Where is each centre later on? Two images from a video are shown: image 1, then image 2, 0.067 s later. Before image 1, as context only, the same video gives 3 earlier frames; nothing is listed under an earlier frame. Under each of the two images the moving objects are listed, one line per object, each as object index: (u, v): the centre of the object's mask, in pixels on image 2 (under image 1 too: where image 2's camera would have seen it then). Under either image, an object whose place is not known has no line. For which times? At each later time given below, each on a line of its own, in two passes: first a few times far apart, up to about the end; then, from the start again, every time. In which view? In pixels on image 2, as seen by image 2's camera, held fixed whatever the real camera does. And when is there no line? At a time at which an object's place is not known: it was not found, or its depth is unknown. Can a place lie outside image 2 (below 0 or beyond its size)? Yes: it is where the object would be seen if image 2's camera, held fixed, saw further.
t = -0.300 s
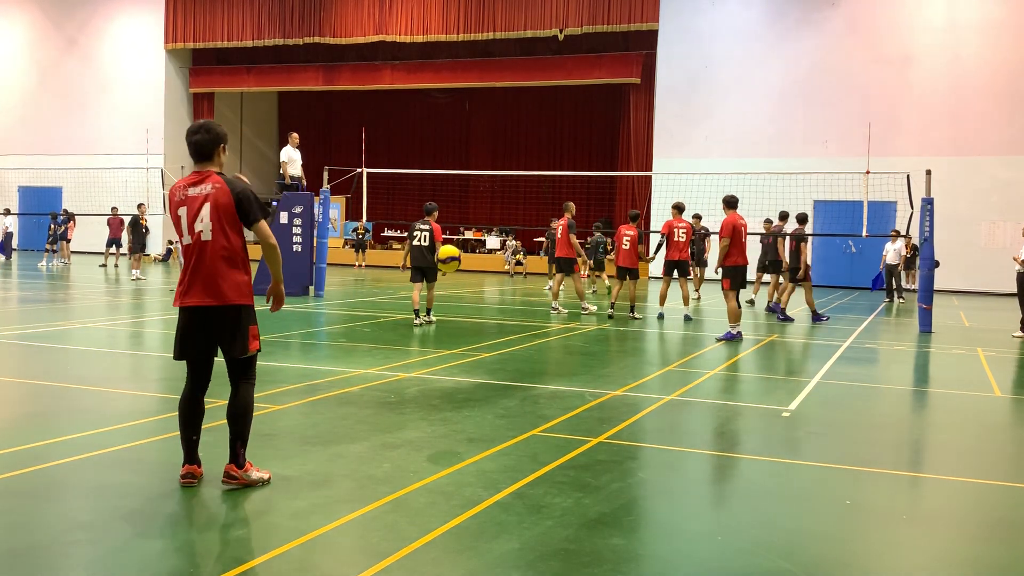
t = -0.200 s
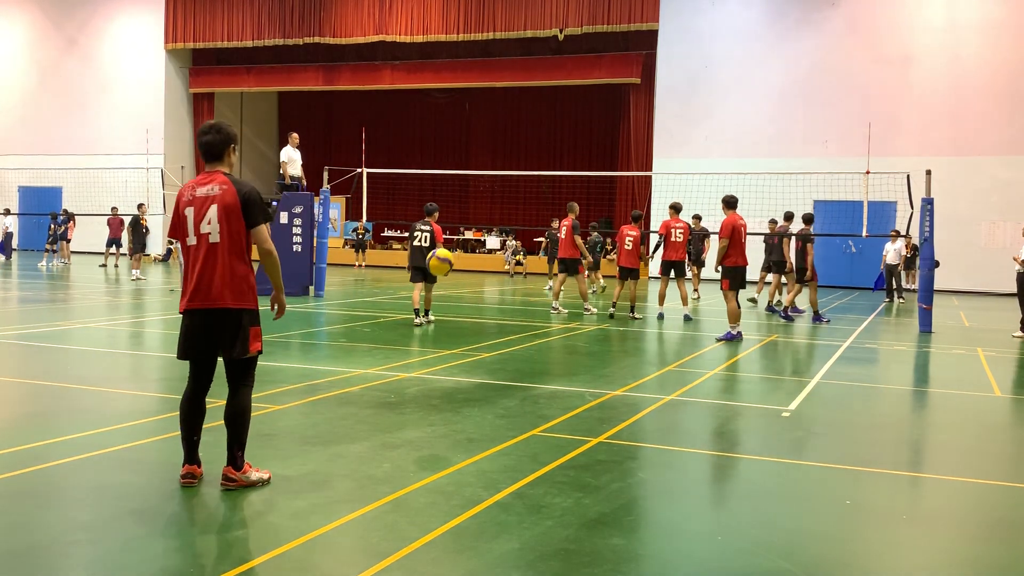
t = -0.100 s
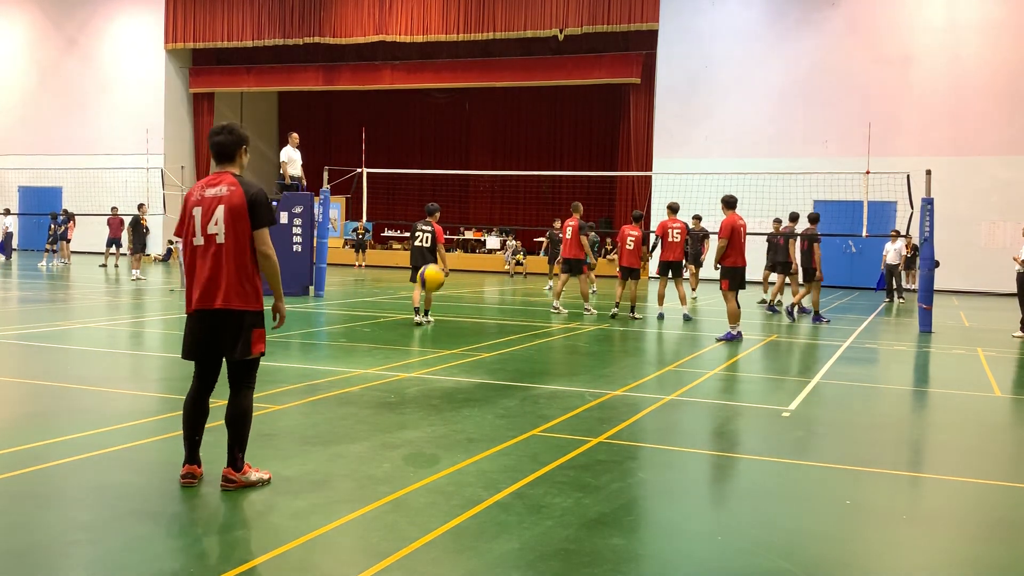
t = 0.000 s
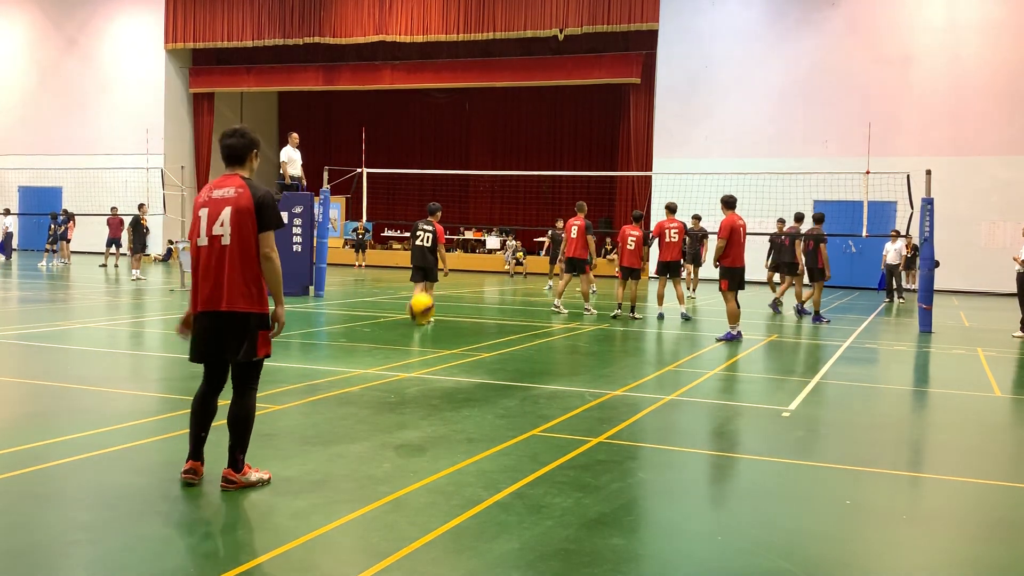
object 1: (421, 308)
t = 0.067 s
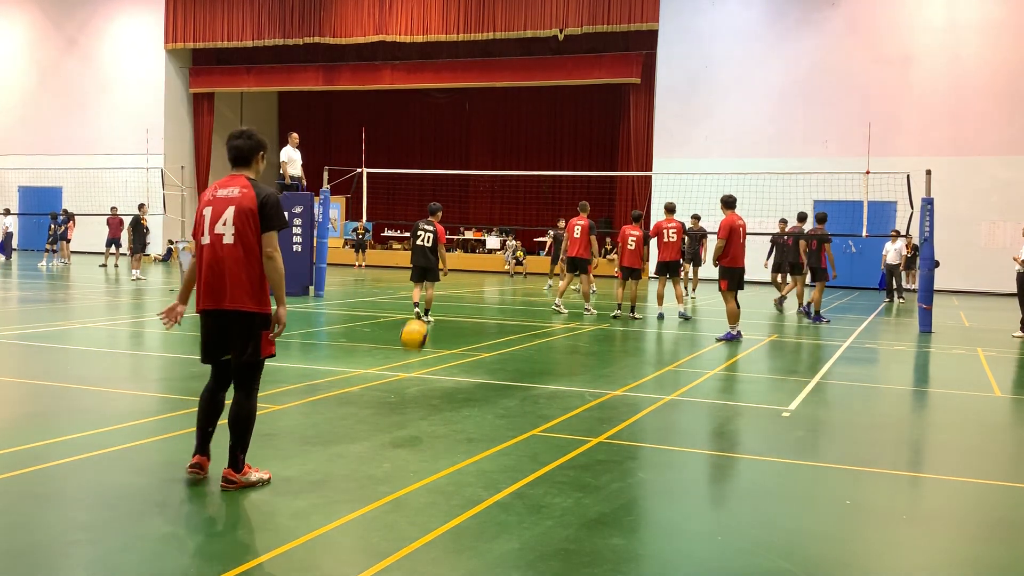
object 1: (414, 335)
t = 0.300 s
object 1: (390, 359)
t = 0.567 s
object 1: (362, 314)
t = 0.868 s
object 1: (322, 387)
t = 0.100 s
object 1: (410, 352)
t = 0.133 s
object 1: (407, 370)
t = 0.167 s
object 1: (403, 391)
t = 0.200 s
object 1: (399, 400)
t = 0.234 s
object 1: (397, 385)
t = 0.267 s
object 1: (393, 371)
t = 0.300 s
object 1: (390, 359)
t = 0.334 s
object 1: (387, 348)
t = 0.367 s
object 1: (384, 339)
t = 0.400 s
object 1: (380, 331)
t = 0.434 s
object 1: (377, 325)
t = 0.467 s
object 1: (373, 319)
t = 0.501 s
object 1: (369, 316)
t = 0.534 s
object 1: (366, 315)
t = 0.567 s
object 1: (362, 314)
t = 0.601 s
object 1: (358, 315)
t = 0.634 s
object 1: (354, 318)
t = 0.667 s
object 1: (350, 323)
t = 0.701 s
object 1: (346, 329)
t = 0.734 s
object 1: (341, 337)
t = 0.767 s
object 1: (336, 347)
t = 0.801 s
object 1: (332, 358)
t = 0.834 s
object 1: (327, 371)
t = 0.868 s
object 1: (322, 387)
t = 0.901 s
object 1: (316, 405)
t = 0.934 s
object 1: (312, 424)
